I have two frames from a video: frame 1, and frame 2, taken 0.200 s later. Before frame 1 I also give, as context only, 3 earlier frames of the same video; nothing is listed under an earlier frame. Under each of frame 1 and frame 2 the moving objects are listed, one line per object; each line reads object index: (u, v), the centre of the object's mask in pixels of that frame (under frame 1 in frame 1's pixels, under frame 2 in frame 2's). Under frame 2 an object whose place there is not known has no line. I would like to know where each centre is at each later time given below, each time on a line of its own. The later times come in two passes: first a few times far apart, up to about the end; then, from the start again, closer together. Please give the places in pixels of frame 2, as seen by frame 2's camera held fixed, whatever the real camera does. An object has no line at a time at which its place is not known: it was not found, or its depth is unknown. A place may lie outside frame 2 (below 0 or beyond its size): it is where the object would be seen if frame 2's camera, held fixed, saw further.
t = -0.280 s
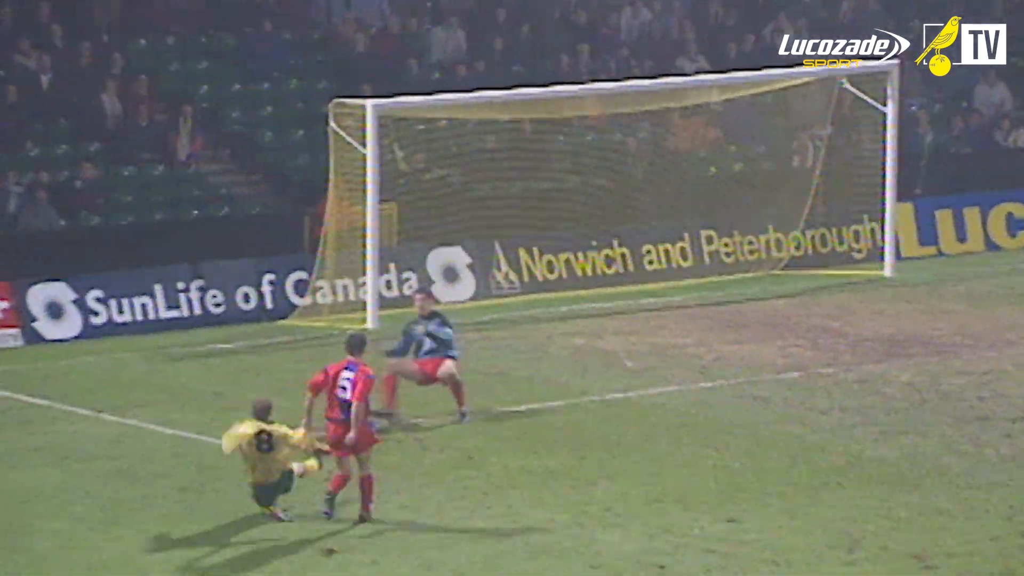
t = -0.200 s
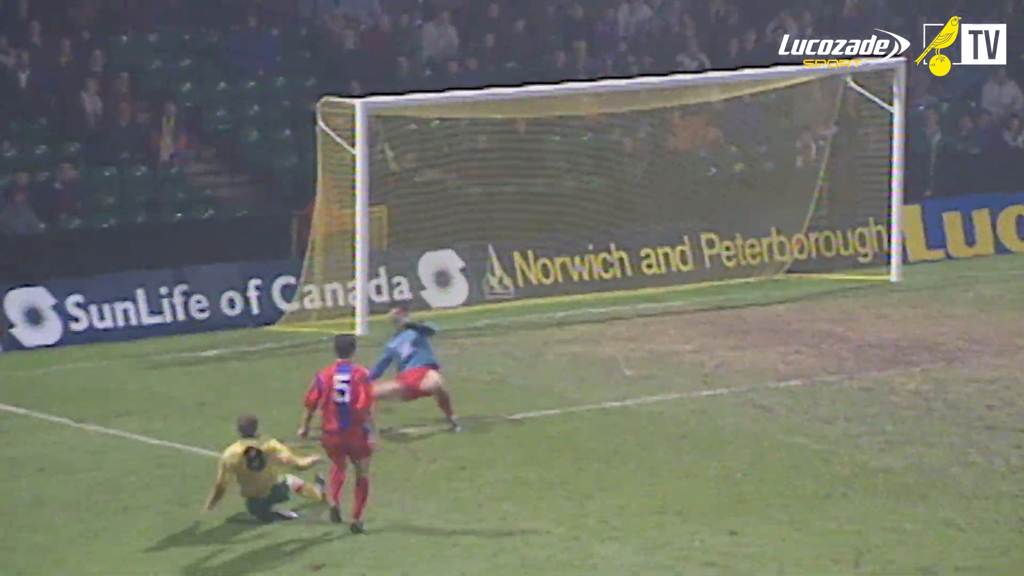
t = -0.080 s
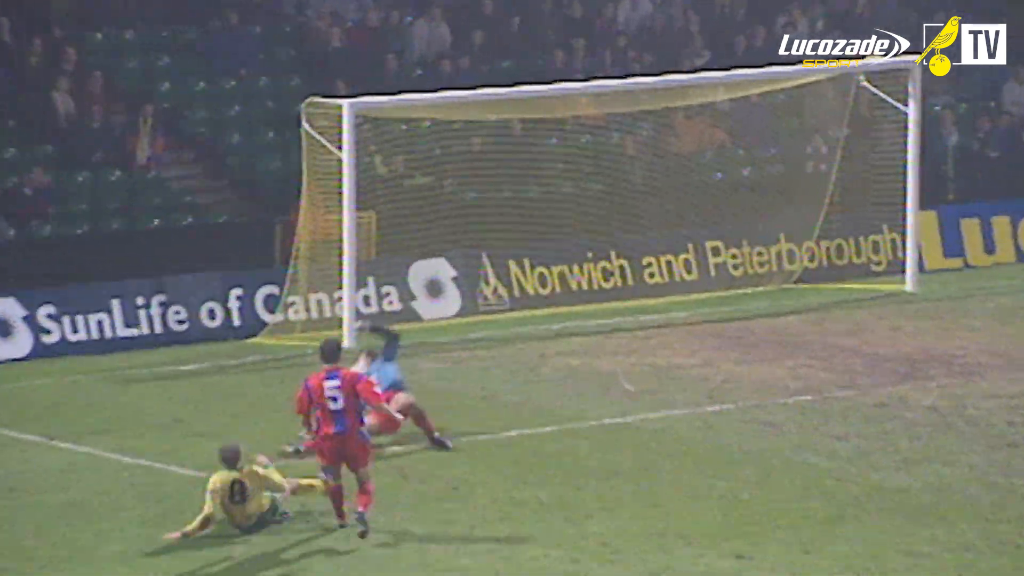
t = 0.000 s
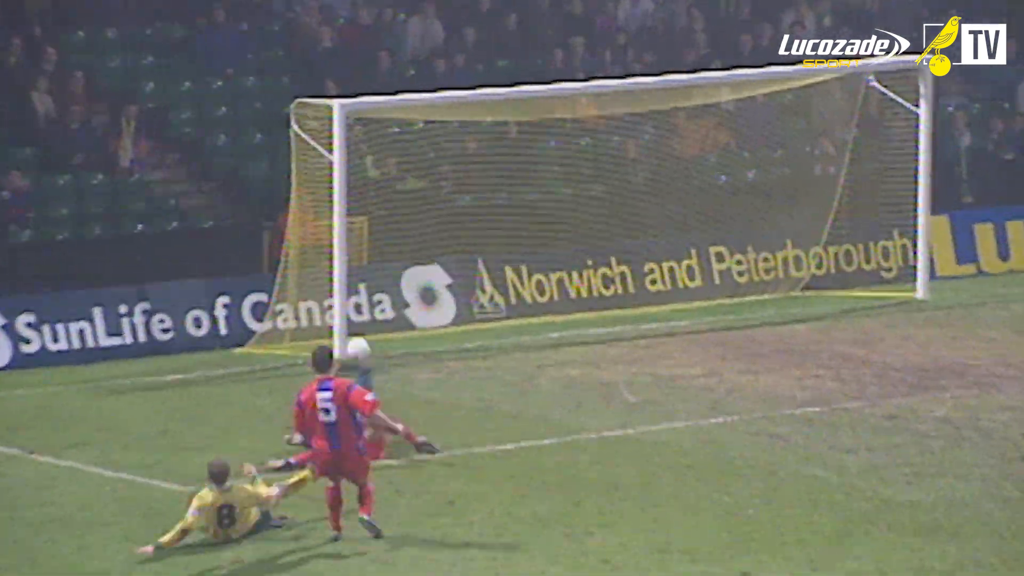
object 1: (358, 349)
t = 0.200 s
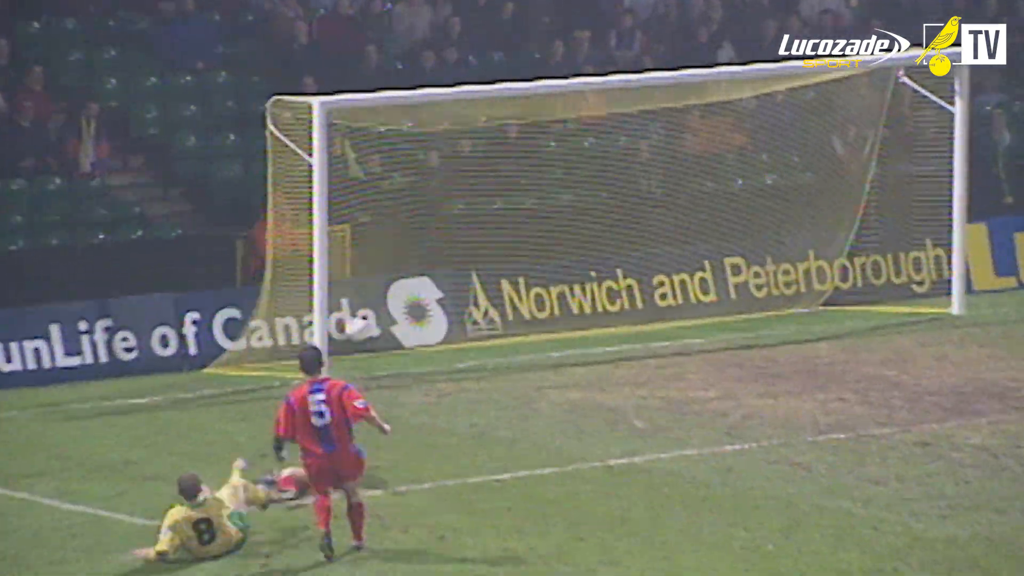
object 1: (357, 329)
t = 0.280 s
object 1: (393, 323)
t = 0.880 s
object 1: (624, 319)
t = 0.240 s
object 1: (372, 327)
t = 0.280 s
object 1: (393, 323)
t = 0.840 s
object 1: (613, 320)
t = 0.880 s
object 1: (624, 319)
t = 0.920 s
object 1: (634, 318)
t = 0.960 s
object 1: (645, 320)
